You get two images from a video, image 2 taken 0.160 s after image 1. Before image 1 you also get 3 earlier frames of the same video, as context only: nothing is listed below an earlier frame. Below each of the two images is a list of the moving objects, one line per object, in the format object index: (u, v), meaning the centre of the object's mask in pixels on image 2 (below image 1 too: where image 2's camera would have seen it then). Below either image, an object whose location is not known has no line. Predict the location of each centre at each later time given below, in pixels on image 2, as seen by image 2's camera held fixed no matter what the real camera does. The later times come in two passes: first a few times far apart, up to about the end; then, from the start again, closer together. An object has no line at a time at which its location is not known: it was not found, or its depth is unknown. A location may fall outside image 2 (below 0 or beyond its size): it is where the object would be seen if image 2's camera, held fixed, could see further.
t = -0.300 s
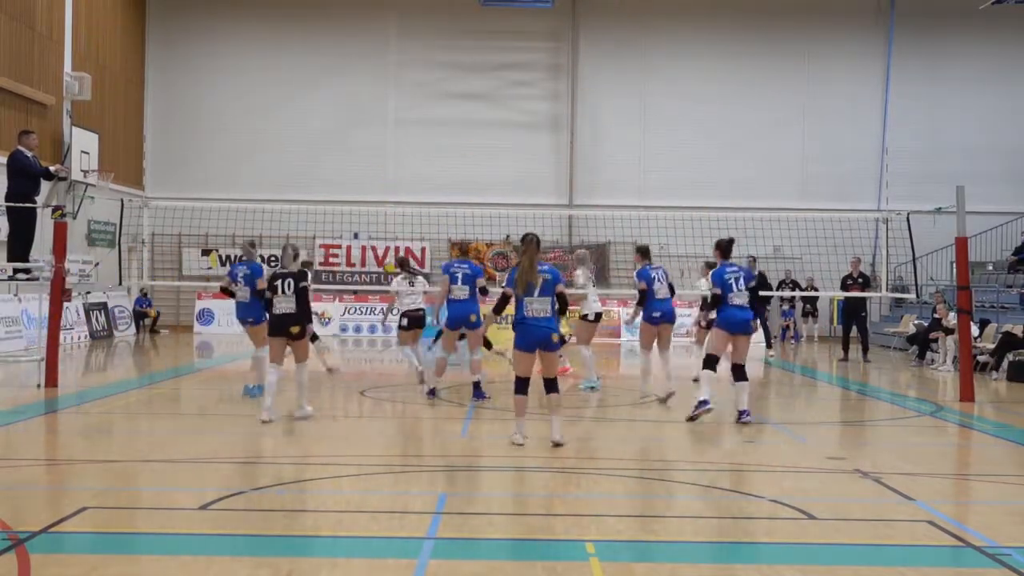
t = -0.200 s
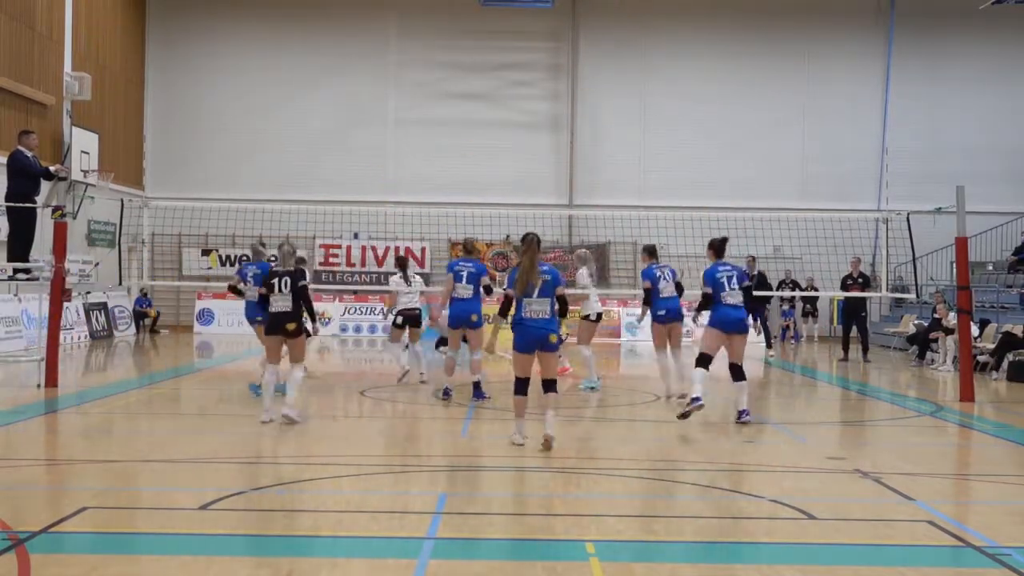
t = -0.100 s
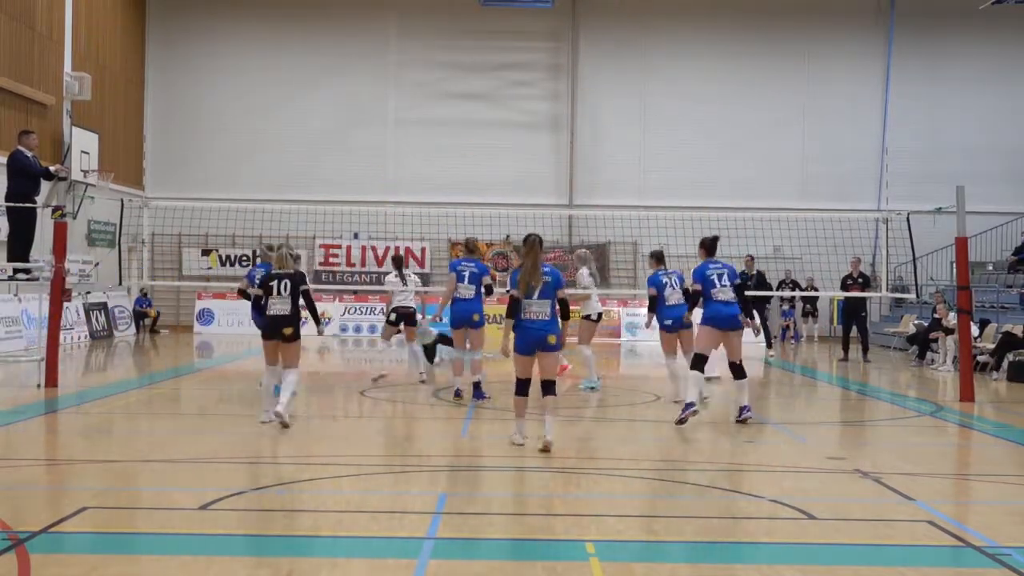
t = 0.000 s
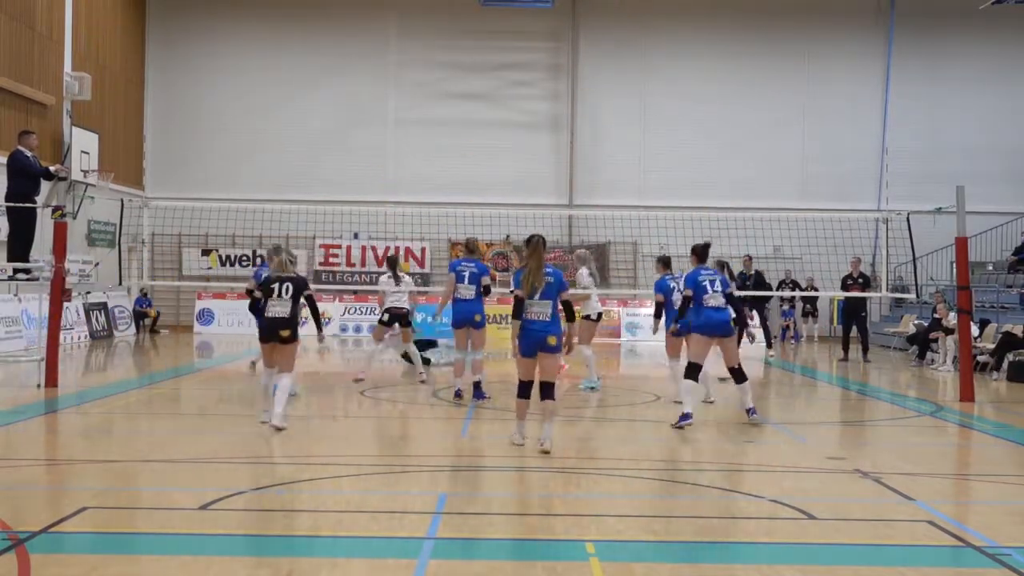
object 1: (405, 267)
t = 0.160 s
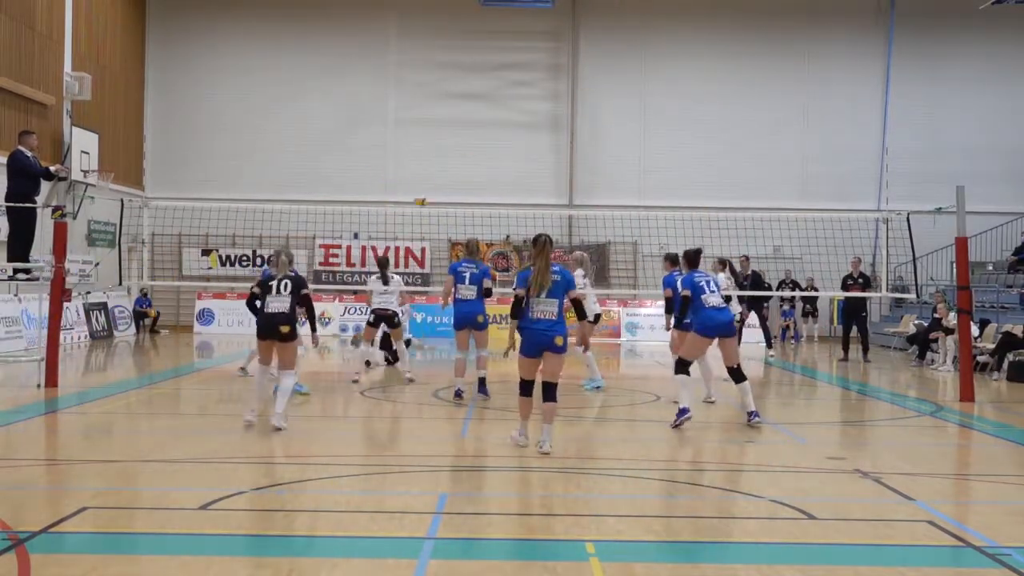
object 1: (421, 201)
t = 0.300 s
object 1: (436, 158)
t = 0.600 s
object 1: (474, 98)
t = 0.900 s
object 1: (516, 100)
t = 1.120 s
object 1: (547, 145)
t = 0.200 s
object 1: (425, 189)
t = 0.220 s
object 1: (427, 182)
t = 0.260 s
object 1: (431, 169)
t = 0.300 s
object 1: (436, 158)
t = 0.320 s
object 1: (439, 152)
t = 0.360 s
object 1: (442, 141)
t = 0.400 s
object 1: (448, 133)
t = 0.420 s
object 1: (452, 126)
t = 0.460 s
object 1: (455, 118)
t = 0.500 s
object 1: (461, 112)
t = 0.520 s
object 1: (464, 109)
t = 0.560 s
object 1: (468, 103)
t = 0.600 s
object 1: (474, 98)
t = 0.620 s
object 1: (477, 97)
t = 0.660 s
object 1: (480, 93)
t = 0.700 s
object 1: (487, 92)
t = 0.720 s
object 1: (490, 92)
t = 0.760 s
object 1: (495, 92)
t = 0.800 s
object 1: (501, 92)
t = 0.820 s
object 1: (504, 94)
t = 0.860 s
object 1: (509, 96)
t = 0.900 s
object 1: (516, 100)
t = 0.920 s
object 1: (518, 103)
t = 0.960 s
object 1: (524, 109)
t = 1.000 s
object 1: (529, 116)
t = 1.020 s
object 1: (532, 120)
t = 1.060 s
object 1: (539, 129)
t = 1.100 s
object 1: (544, 139)
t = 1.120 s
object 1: (547, 145)
